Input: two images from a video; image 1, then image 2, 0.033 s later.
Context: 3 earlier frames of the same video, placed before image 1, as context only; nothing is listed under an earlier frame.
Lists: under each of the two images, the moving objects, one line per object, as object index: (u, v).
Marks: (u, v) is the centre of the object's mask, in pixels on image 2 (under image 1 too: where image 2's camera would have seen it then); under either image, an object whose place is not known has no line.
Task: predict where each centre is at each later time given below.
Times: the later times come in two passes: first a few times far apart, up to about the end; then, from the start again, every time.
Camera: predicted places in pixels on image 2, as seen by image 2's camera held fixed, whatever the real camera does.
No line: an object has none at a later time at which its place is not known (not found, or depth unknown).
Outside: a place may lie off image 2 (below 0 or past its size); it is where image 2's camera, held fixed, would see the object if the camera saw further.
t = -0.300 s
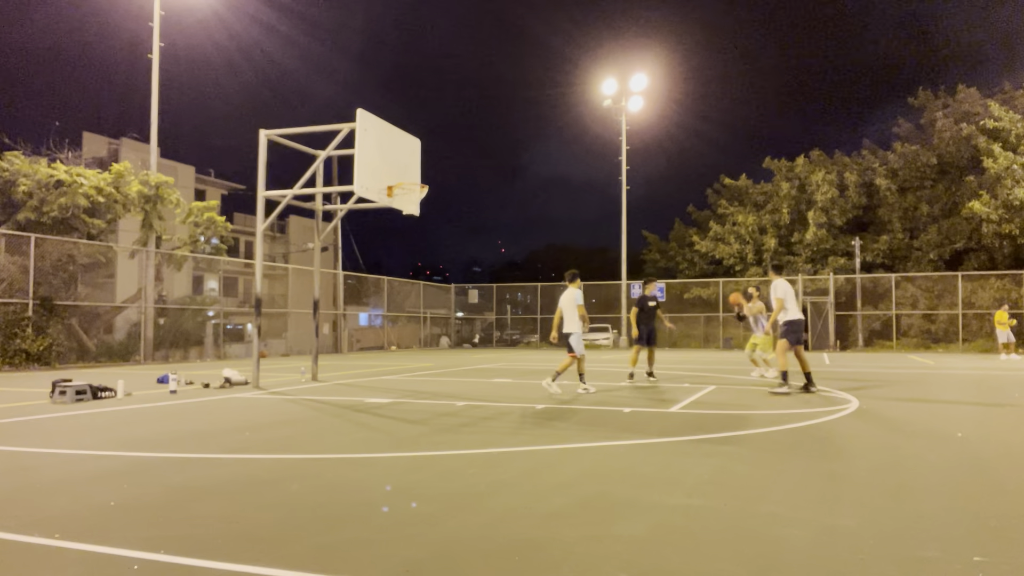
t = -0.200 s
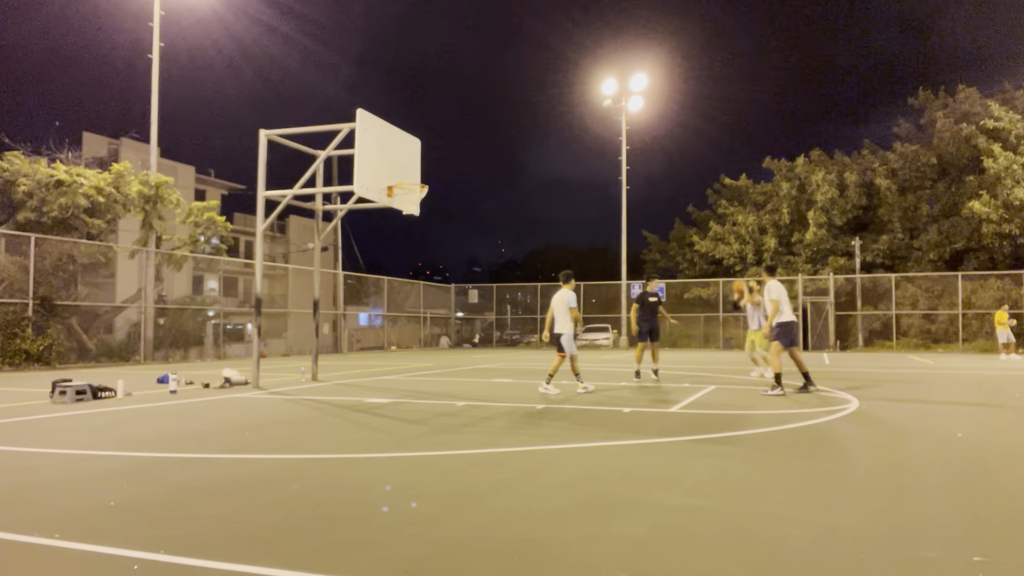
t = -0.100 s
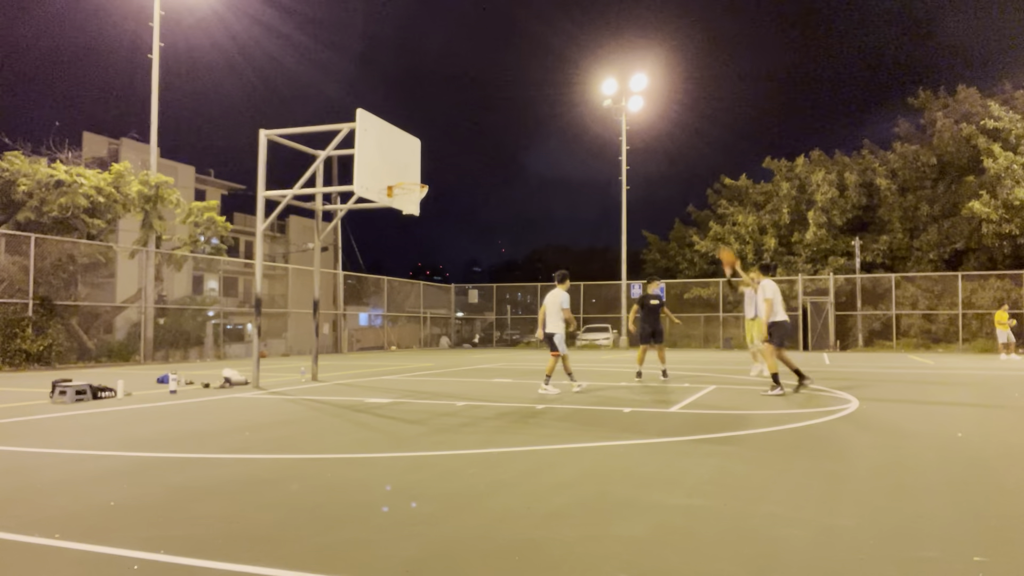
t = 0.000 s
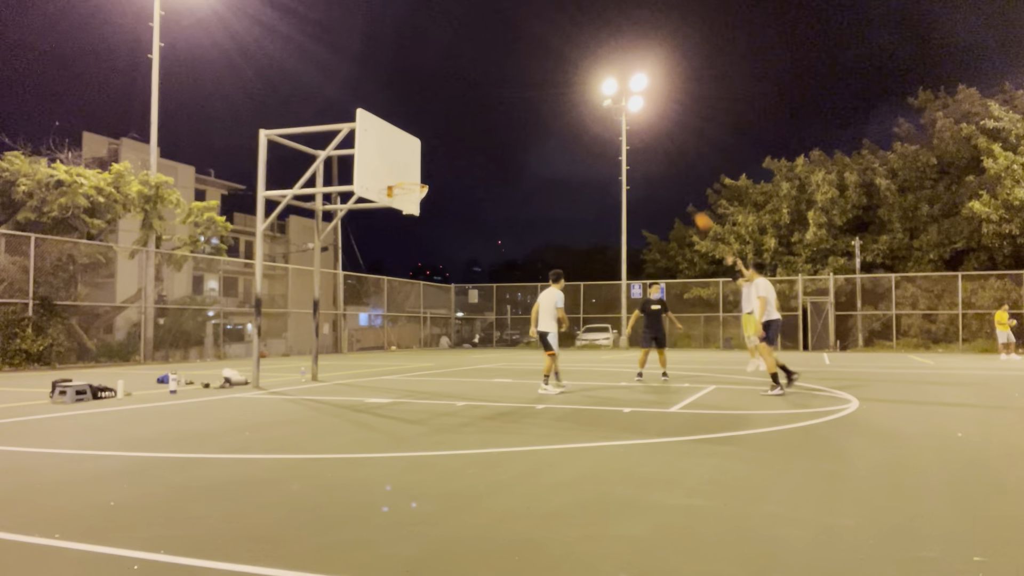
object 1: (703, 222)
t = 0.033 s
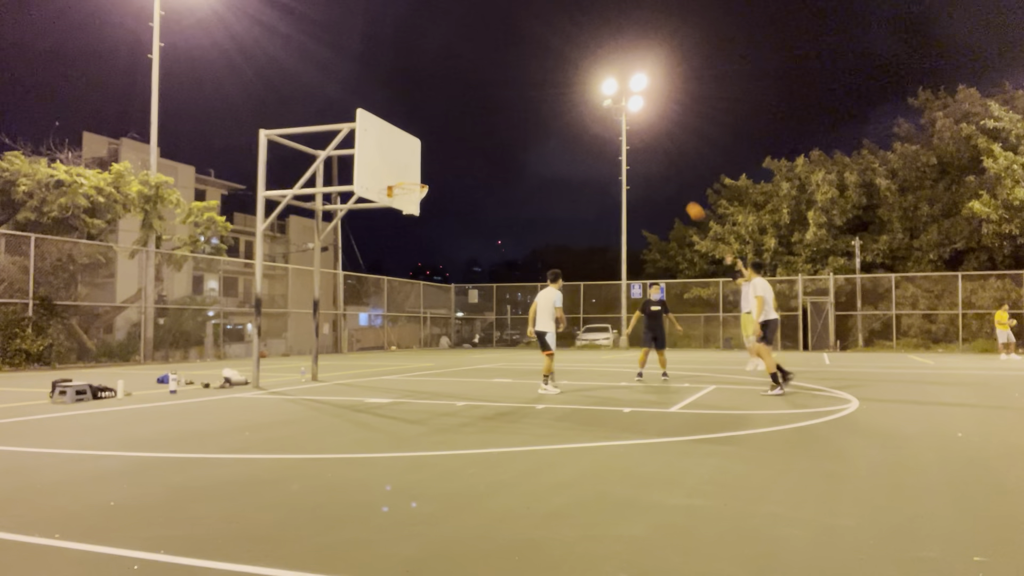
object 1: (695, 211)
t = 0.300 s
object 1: (630, 148)
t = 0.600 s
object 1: (549, 121)
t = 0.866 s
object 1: (474, 142)
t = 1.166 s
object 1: (405, 174)
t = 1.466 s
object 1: (434, 145)
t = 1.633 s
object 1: (451, 154)
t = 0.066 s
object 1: (687, 202)
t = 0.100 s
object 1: (679, 192)
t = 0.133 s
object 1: (671, 183)
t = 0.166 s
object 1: (662, 175)
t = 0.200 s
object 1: (654, 167)
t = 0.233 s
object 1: (646, 160)
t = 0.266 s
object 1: (637, 153)
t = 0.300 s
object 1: (630, 148)
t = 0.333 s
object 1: (619, 141)
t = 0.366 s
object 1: (611, 137)
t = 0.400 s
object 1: (602, 133)
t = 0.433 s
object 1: (593, 129)
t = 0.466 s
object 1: (585, 126)
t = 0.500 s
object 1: (576, 124)
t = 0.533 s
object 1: (567, 122)
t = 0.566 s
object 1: (558, 121)
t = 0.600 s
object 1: (549, 121)
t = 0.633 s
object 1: (540, 121)
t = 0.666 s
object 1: (531, 122)
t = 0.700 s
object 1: (522, 124)
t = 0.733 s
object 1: (512, 126)
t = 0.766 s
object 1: (503, 129)
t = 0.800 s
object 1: (493, 132)
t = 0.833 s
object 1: (484, 136)
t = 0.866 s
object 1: (474, 142)
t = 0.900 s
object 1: (464, 147)
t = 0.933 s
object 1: (454, 154)
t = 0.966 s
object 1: (445, 161)
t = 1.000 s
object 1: (435, 169)
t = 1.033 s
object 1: (427, 176)
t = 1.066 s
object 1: (417, 183)
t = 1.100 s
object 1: (408, 182)
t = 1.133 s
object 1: (402, 181)
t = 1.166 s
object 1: (405, 174)
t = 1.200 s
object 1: (408, 168)
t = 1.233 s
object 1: (412, 163)
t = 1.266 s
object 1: (416, 158)
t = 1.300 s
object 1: (419, 154)
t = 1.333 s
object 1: (422, 151)
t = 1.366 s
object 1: (425, 148)
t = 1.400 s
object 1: (428, 147)
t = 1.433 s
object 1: (431, 146)
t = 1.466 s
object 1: (434, 145)
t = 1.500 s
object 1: (438, 146)
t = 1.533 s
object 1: (441, 147)
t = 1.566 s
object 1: (444, 148)
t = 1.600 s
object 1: (447, 151)
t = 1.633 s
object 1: (451, 154)
